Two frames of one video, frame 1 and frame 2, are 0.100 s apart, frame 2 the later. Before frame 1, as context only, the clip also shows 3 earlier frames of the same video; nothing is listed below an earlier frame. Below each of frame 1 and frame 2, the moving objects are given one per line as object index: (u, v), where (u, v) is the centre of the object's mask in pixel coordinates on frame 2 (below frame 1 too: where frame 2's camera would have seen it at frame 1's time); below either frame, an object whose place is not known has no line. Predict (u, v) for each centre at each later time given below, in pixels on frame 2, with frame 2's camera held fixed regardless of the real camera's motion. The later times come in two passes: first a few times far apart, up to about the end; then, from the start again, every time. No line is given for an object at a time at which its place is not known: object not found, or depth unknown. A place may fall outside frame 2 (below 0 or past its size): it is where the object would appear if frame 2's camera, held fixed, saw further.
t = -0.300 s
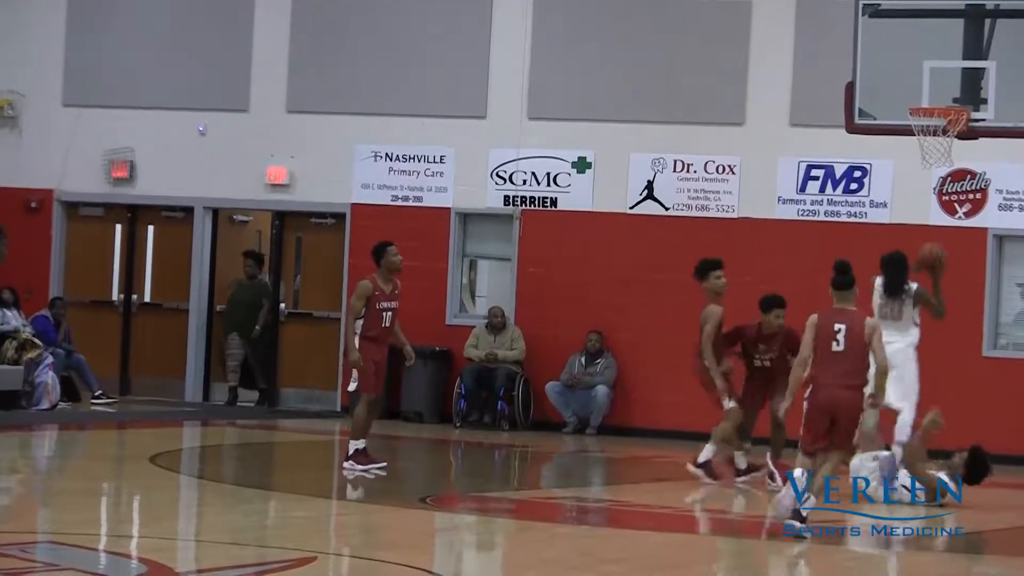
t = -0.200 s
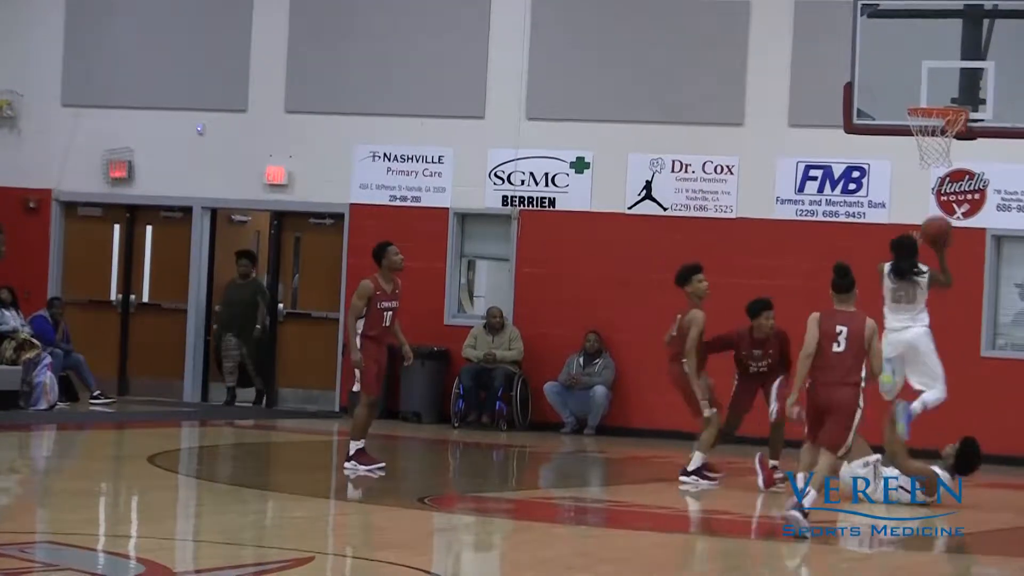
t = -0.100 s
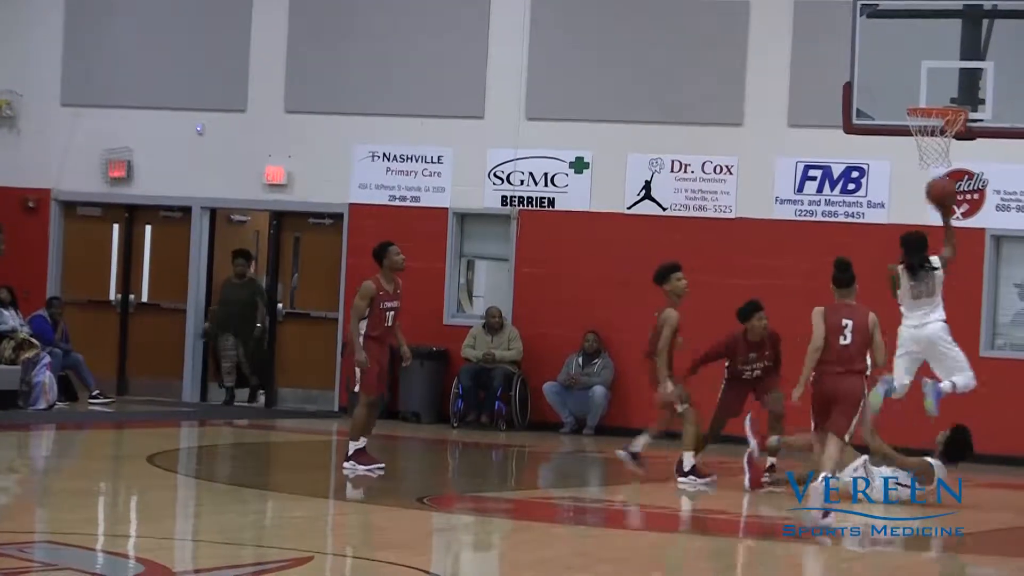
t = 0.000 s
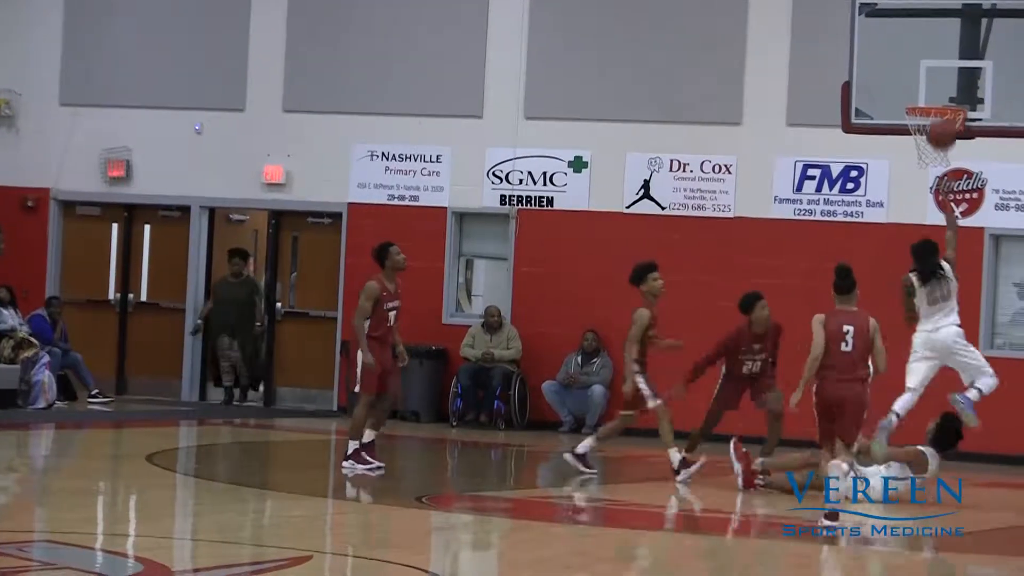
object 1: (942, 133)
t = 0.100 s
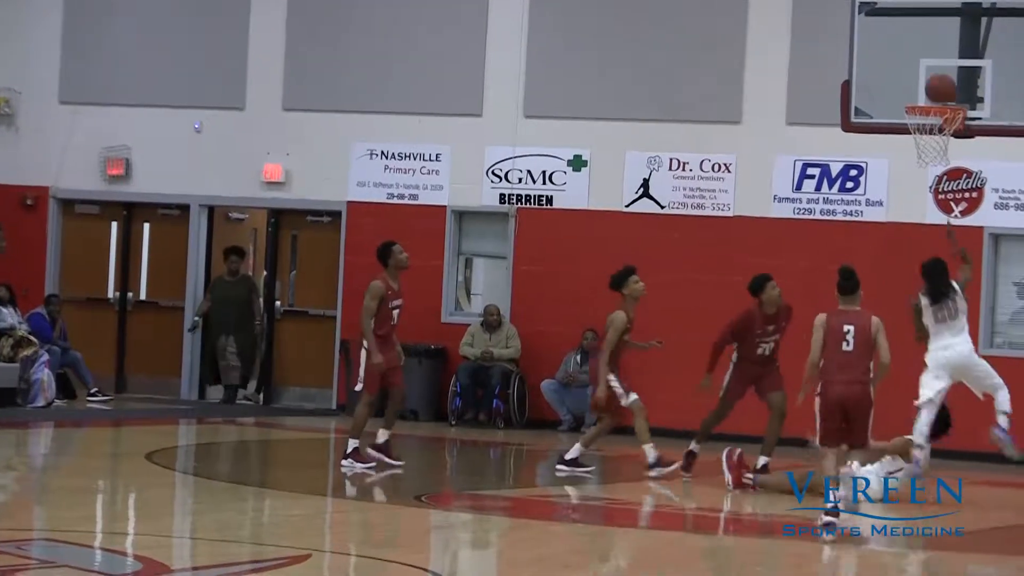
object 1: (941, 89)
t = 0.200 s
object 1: (940, 58)
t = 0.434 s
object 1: (936, 35)
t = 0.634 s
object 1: (930, 70)
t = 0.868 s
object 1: (923, 151)
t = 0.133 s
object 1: (940, 77)
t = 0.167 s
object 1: (940, 67)
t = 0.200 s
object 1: (940, 58)
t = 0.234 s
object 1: (940, 50)
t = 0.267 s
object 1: (939, 44)
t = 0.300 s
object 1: (939, 40)
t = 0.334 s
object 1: (938, 37)
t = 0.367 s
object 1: (938, 35)
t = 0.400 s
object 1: (937, 35)
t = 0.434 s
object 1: (936, 35)
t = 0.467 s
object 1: (935, 38)
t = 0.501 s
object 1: (934, 41)
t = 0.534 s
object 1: (933, 46)
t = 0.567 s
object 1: (932, 53)
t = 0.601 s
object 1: (931, 61)
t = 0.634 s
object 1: (930, 70)
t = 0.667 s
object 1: (928, 80)
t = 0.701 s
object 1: (927, 92)
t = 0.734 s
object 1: (925, 99)
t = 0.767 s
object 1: (928, 121)
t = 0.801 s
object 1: (923, 137)
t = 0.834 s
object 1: (922, 145)
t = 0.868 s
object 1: (923, 151)
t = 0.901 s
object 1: (923, 160)
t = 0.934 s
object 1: (924, 168)
